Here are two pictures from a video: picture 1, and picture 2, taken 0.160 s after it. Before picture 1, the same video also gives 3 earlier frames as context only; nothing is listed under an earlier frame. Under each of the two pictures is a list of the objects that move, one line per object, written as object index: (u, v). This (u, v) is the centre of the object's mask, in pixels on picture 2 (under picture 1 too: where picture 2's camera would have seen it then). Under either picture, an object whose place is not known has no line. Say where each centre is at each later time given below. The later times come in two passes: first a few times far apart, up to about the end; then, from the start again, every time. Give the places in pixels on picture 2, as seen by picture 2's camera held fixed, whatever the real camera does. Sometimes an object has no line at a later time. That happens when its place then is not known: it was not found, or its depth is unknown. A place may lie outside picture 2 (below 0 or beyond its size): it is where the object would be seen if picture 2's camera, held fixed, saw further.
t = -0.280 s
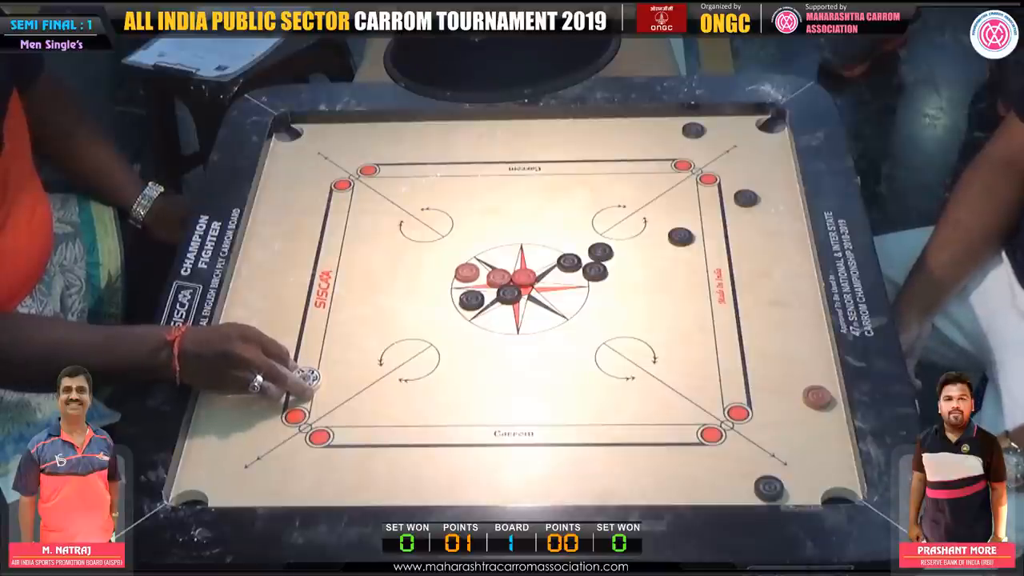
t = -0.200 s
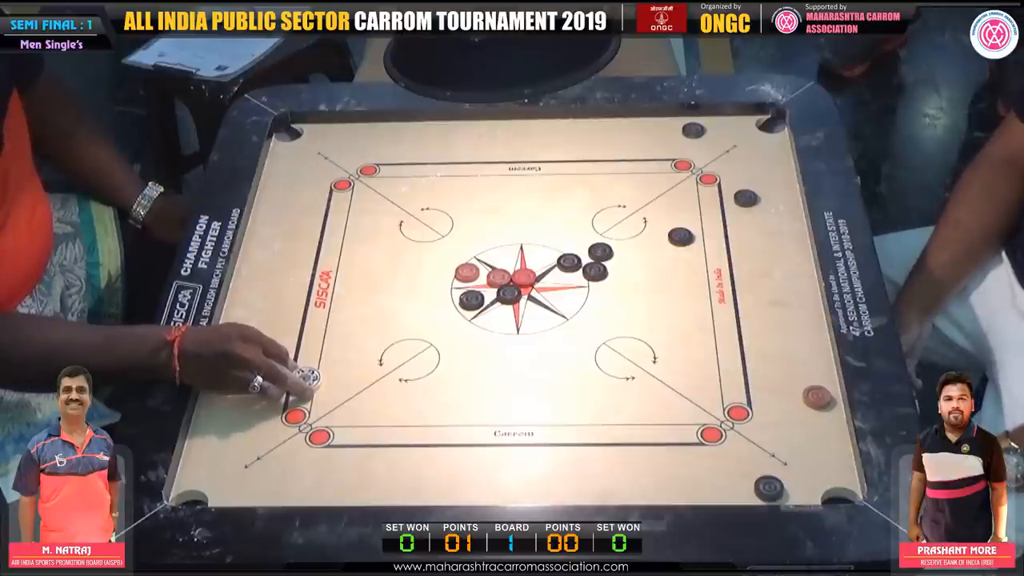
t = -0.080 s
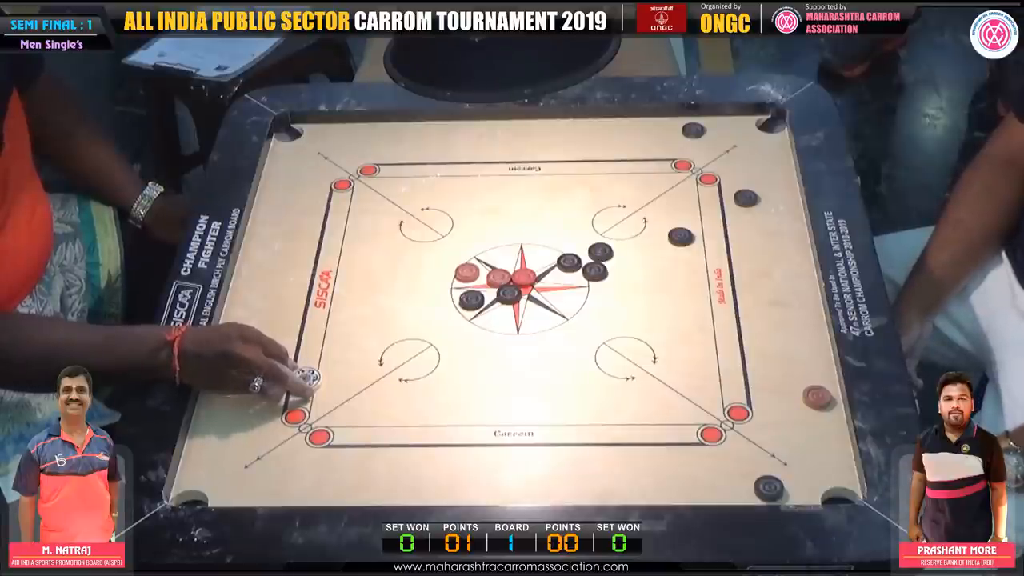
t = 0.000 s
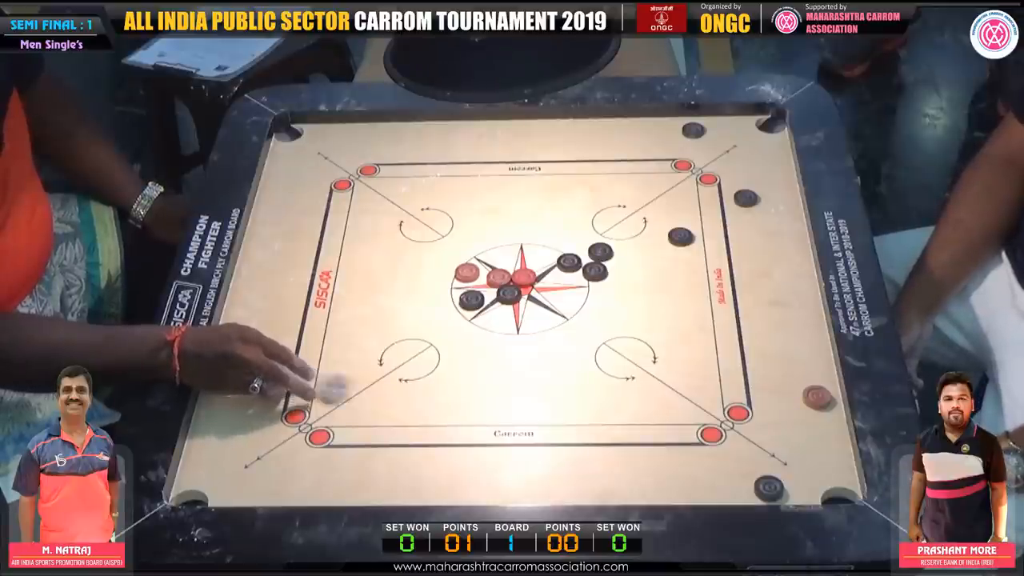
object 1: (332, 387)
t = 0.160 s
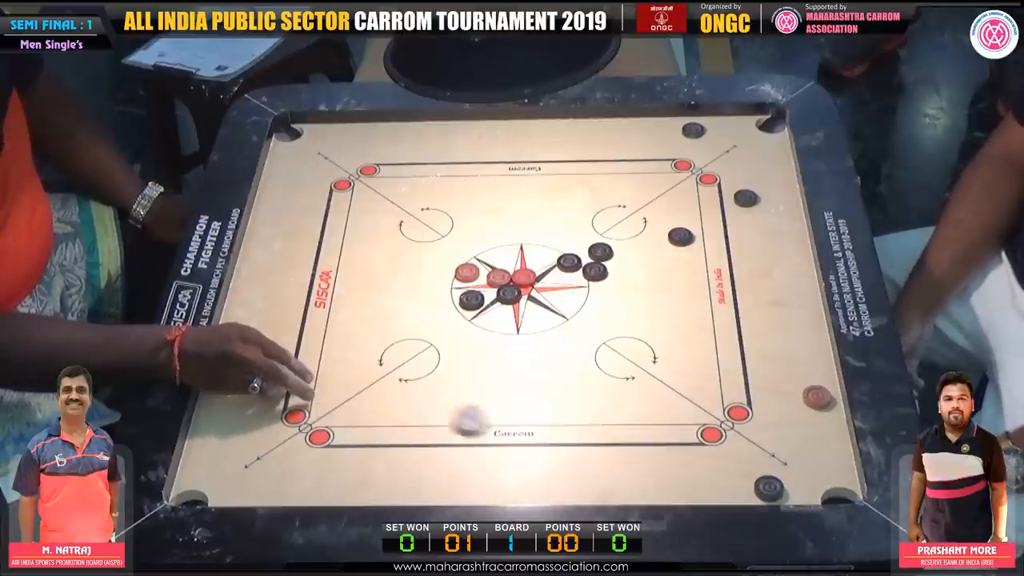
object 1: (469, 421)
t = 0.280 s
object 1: (563, 442)
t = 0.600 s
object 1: (746, 482)
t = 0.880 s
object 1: (765, 484)
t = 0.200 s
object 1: (503, 428)
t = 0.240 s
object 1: (533, 434)
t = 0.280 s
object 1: (563, 442)
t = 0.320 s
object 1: (592, 448)
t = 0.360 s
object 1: (619, 454)
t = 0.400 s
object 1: (645, 461)
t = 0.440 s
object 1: (670, 466)
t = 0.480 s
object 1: (695, 471)
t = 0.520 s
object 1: (717, 476)
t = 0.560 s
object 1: (736, 480)
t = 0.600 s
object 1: (746, 482)
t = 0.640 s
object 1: (753, 483)
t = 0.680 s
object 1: (758, 483)
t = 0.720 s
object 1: (762, 484)
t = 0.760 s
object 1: (764, 484)
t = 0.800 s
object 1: (765, 484)
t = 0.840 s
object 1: (765, 484)
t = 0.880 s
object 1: (765, 484)
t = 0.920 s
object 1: (765, 484)
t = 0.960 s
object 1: (765, 484)
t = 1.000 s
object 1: (765, 484)
